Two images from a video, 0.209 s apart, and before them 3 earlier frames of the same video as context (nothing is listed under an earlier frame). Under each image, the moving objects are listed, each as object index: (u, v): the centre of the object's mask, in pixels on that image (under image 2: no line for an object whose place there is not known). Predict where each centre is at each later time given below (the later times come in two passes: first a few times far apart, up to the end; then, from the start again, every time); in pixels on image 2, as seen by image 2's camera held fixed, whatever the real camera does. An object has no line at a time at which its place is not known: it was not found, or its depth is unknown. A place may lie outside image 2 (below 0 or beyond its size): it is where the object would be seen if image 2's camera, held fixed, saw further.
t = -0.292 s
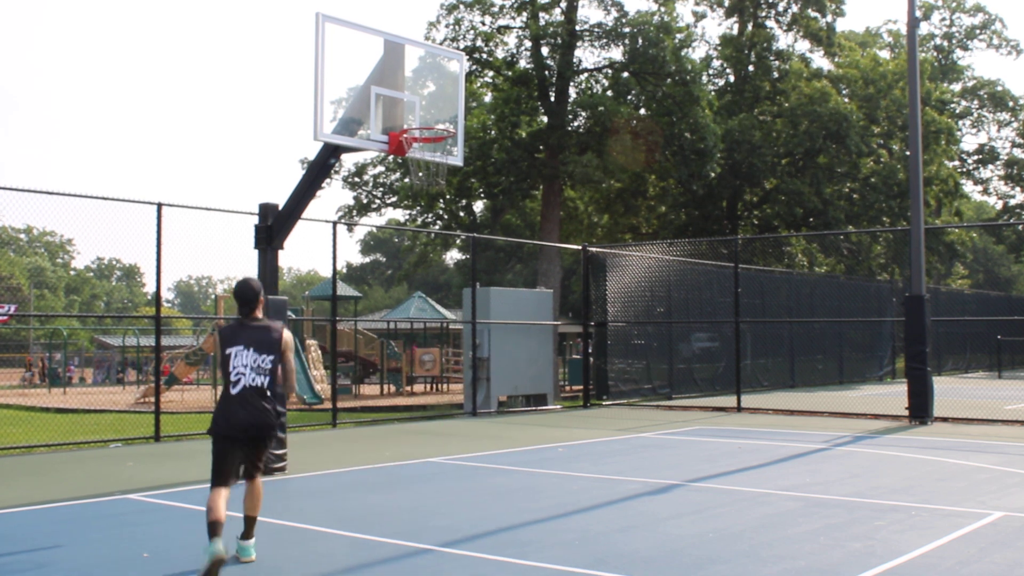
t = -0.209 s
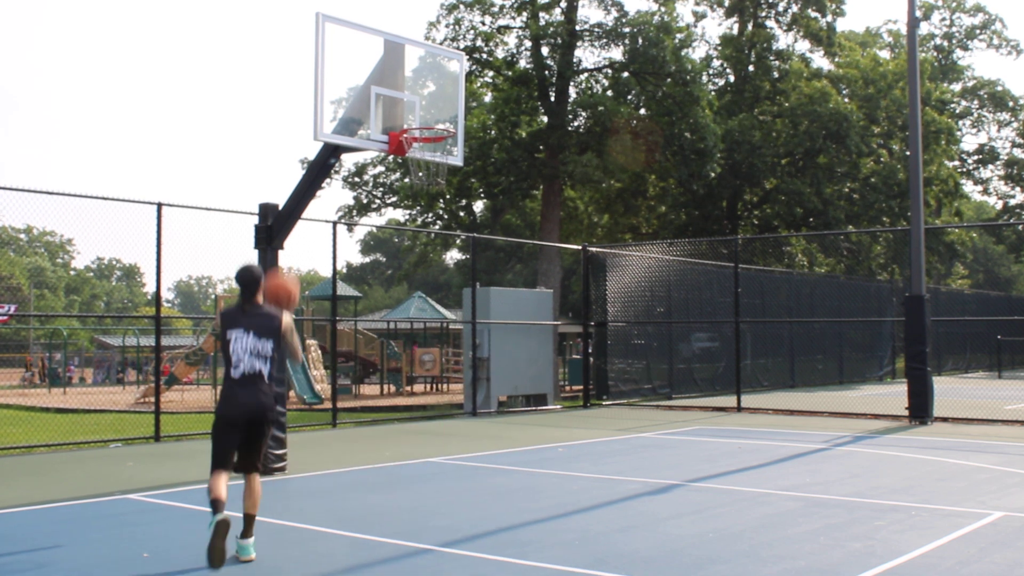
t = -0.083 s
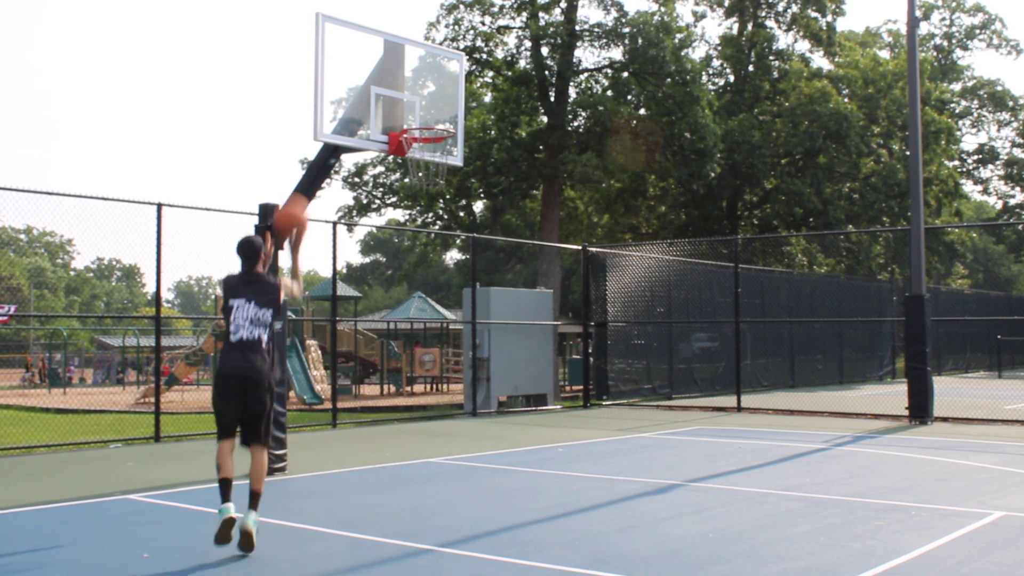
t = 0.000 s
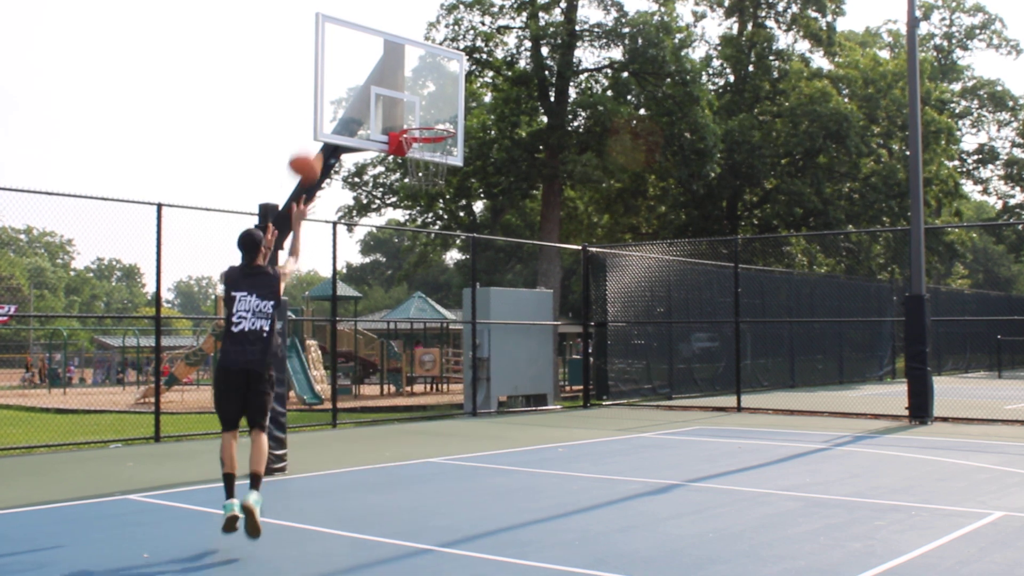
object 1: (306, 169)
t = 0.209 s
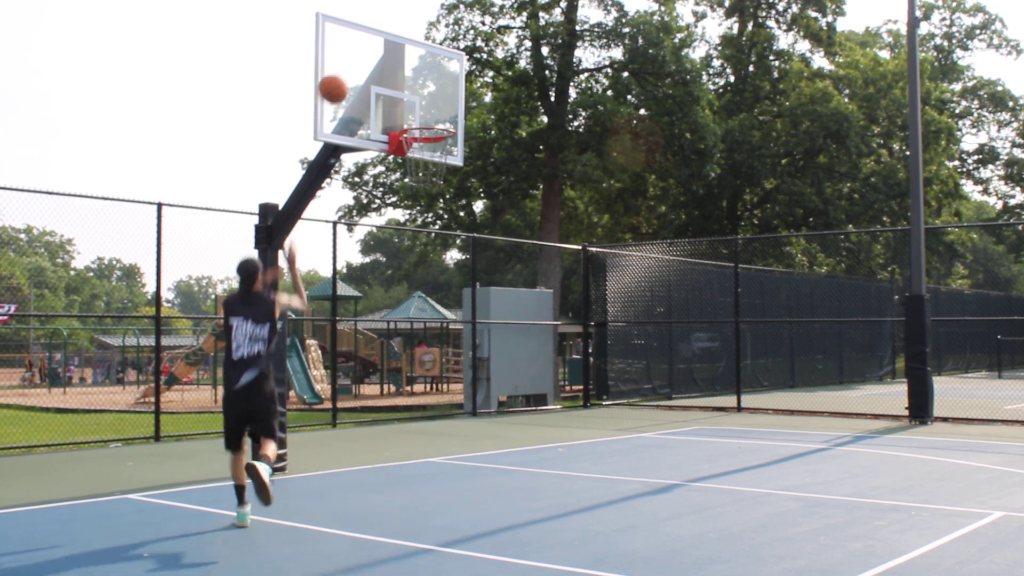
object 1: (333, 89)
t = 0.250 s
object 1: (338, 82)
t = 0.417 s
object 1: (366, 75)
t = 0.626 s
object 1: (426, 106)
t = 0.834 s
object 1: (422, 134)
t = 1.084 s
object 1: (428, 157)
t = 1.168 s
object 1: (430, 173)
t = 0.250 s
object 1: (338, 82)
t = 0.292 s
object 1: (343, 77)
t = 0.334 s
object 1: (348, 74)
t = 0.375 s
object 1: (353, 74)
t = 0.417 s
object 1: (366, 75)
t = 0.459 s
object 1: (379, 77)
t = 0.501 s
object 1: (389, 81)
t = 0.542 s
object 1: (401, 87)
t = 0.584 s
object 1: (413, 96)
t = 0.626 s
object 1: (426, 106)
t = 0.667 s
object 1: (437, 116)
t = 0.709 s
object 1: (438, 121)
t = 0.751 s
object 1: (430, 128)
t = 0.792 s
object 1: (424, 132)
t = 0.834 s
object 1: (422, 134)
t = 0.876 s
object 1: (422, 135)
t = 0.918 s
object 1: (423, 137)
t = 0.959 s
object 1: (423, 141)
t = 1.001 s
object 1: (425, 145)
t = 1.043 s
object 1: (426, 150)
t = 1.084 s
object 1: (428, 157)
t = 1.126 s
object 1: (429, 166)
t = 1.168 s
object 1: (430, 173)
